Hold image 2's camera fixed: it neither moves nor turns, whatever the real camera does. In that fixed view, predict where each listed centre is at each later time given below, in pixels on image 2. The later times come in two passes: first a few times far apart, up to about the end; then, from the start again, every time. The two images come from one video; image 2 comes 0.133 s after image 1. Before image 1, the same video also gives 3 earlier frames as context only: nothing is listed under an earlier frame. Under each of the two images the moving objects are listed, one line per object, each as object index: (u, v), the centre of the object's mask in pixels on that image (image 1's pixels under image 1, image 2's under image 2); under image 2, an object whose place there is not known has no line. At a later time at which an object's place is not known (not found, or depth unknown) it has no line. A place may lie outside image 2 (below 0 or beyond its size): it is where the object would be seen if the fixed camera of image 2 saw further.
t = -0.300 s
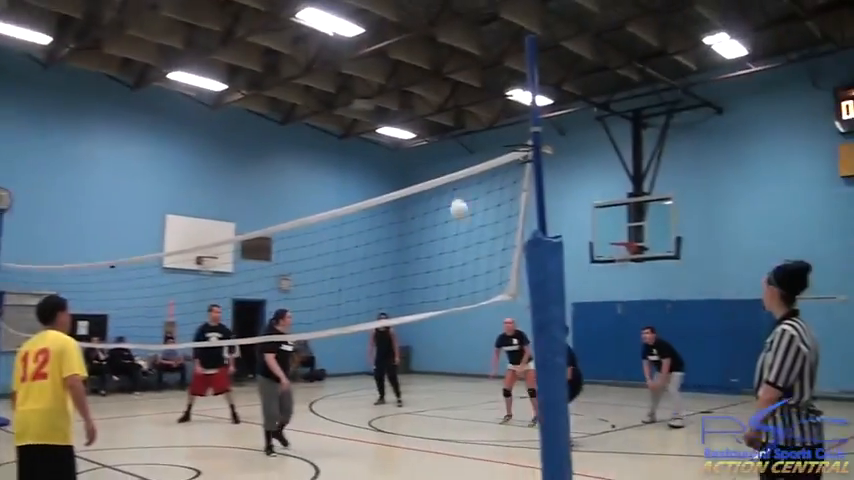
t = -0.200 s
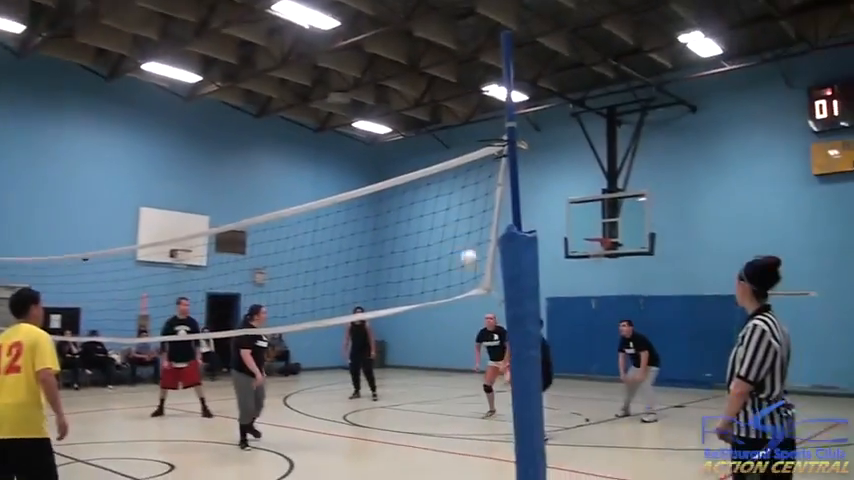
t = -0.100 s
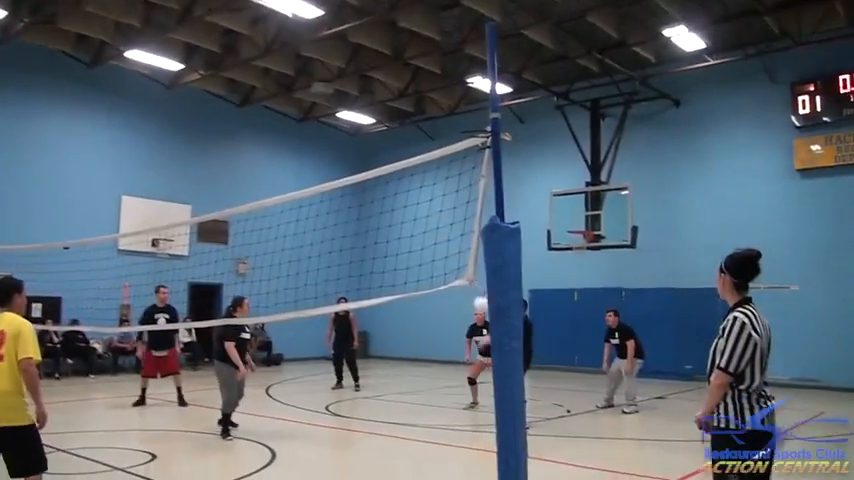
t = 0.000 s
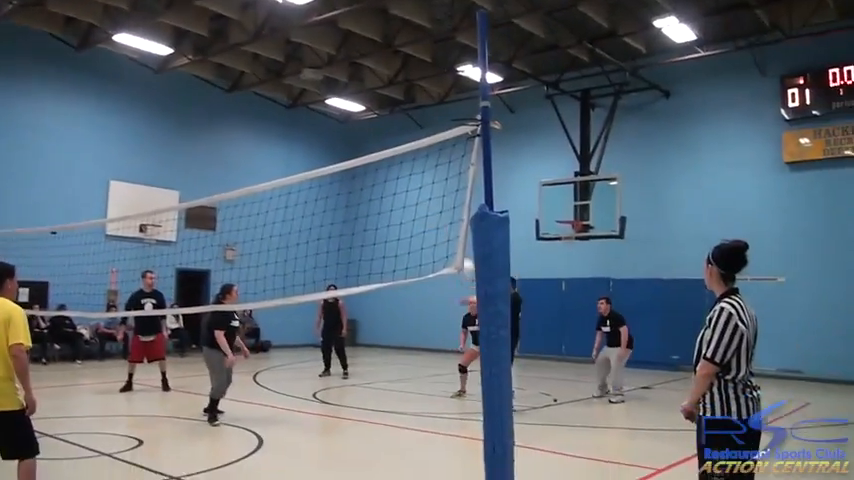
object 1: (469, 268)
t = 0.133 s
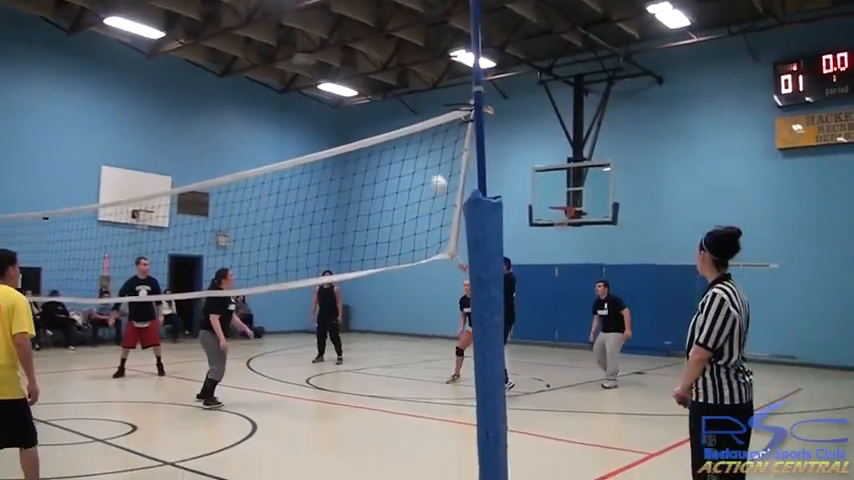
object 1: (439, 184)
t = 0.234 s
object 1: (423, 142)
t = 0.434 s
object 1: (393, 83)
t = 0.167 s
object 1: (433, 169)
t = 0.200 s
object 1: (429, 155)
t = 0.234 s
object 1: (423, 142)
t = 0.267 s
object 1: (417, 131)
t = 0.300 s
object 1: (413, 117)
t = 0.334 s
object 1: (408, 108)
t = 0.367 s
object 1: (403, 99)
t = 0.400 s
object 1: (397, 91)
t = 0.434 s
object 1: (393, 83)
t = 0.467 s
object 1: (389, 76)
